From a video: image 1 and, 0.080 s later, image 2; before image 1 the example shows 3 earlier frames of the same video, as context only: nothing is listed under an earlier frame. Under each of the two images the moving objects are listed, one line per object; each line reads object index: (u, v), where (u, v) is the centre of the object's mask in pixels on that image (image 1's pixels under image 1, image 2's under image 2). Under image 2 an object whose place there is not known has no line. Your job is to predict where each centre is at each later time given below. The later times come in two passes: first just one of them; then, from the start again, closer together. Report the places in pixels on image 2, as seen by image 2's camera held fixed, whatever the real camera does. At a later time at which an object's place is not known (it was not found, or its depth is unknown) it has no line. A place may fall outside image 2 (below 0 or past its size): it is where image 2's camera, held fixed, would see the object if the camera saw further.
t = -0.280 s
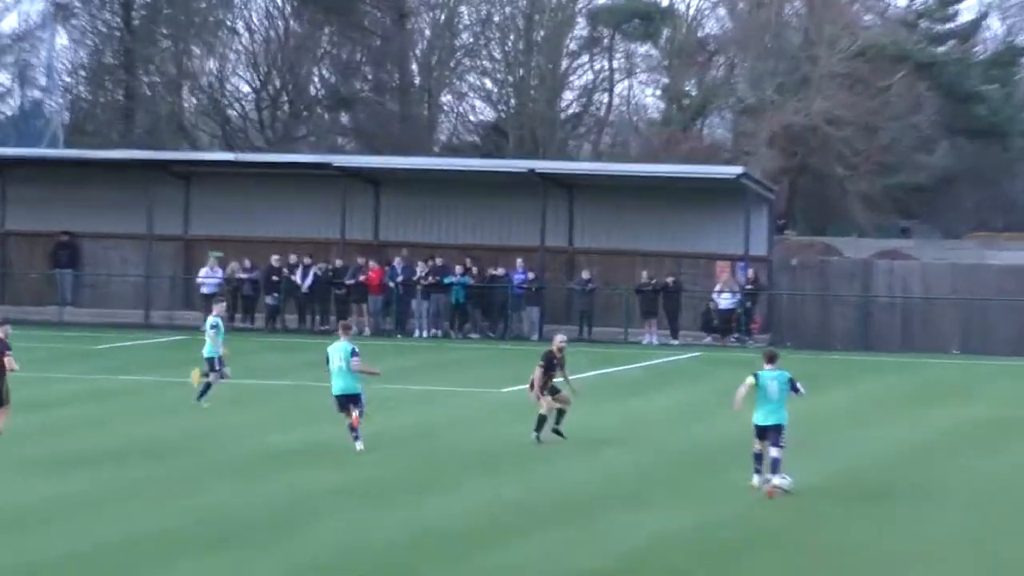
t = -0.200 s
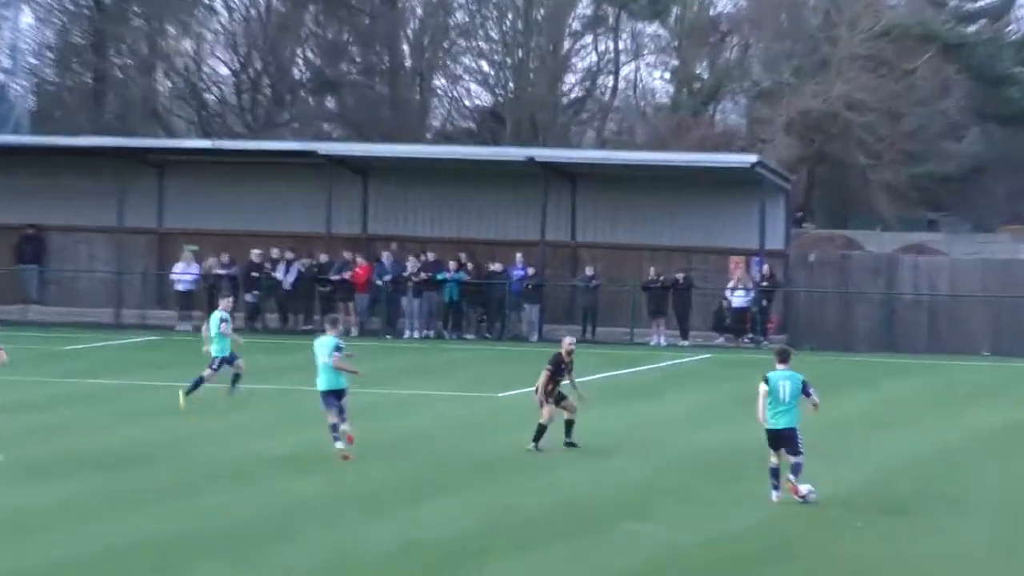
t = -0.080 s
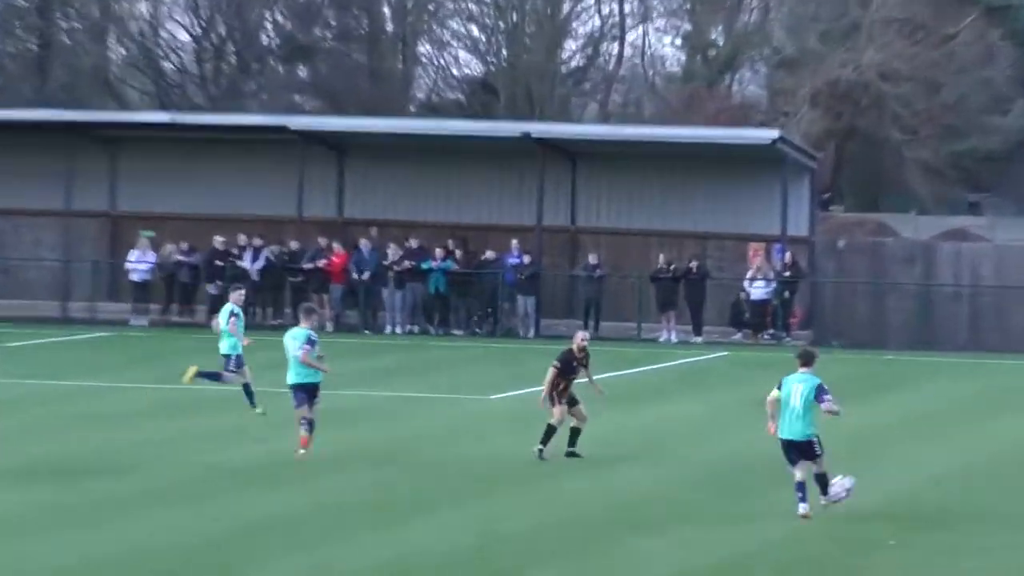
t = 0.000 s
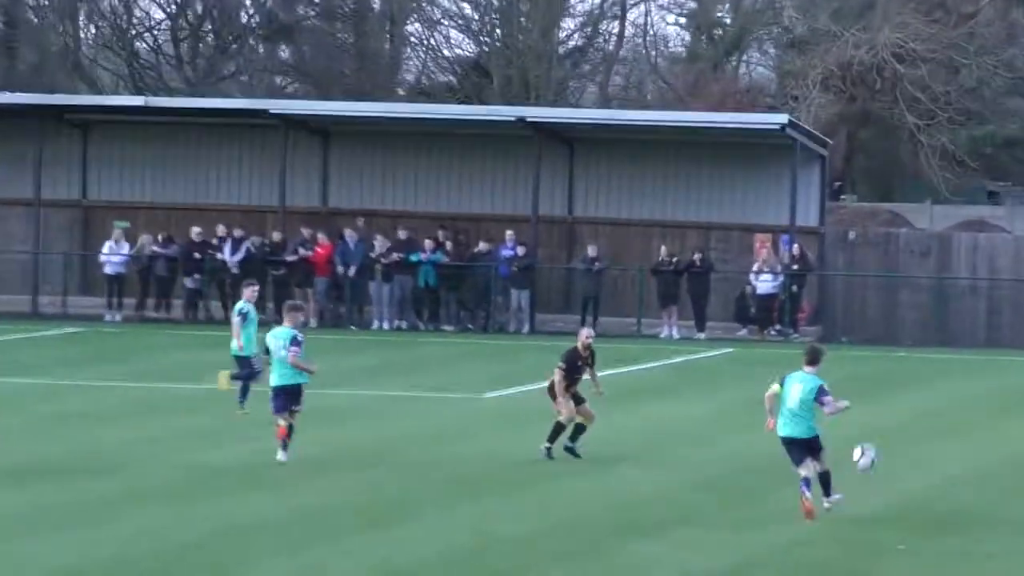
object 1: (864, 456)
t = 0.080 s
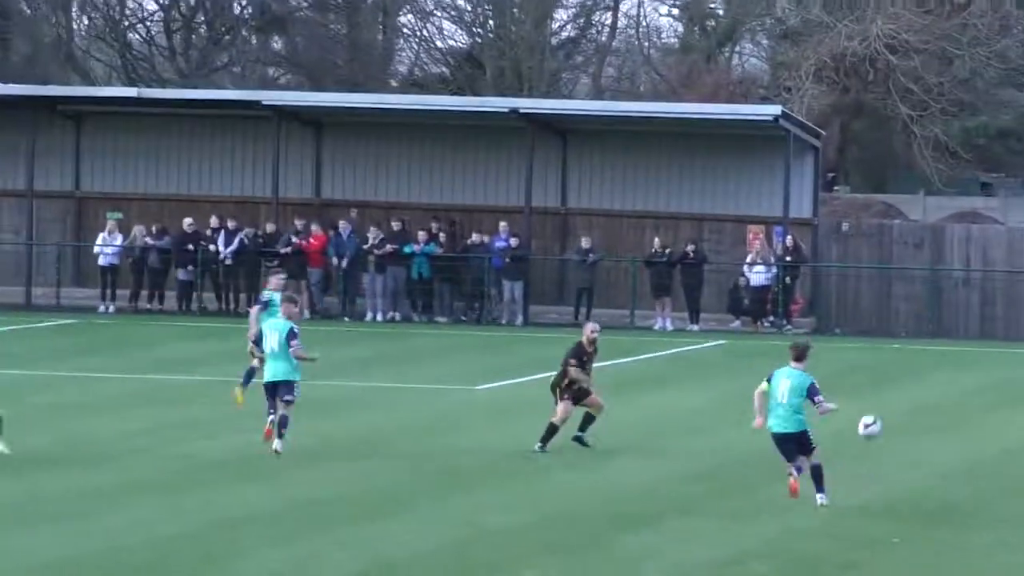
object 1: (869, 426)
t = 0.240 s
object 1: (886, 401)
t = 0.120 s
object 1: (875, 420)
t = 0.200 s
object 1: (882, 404)
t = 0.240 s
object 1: (886, 401)
